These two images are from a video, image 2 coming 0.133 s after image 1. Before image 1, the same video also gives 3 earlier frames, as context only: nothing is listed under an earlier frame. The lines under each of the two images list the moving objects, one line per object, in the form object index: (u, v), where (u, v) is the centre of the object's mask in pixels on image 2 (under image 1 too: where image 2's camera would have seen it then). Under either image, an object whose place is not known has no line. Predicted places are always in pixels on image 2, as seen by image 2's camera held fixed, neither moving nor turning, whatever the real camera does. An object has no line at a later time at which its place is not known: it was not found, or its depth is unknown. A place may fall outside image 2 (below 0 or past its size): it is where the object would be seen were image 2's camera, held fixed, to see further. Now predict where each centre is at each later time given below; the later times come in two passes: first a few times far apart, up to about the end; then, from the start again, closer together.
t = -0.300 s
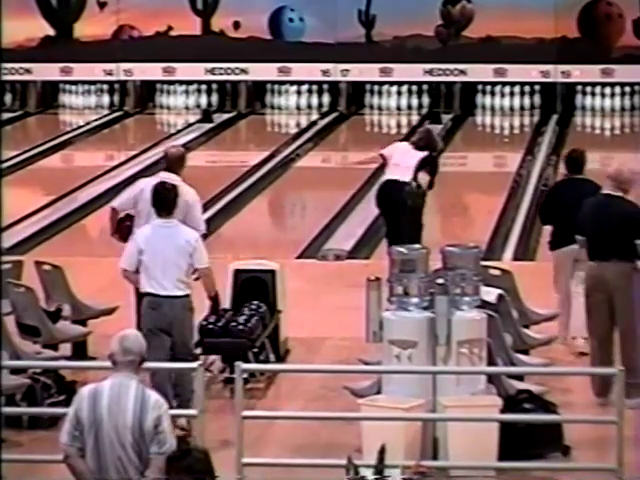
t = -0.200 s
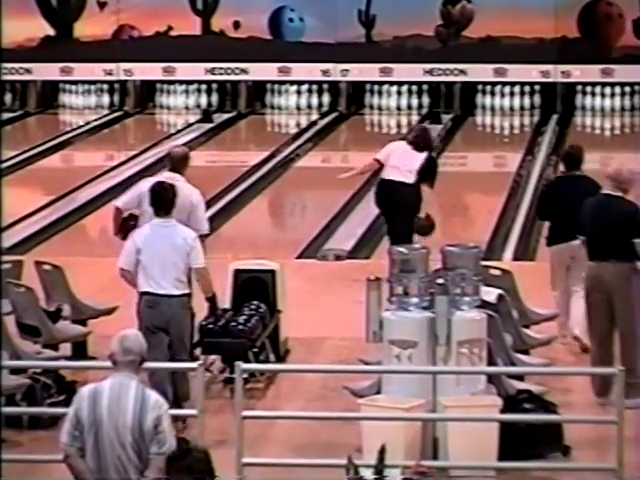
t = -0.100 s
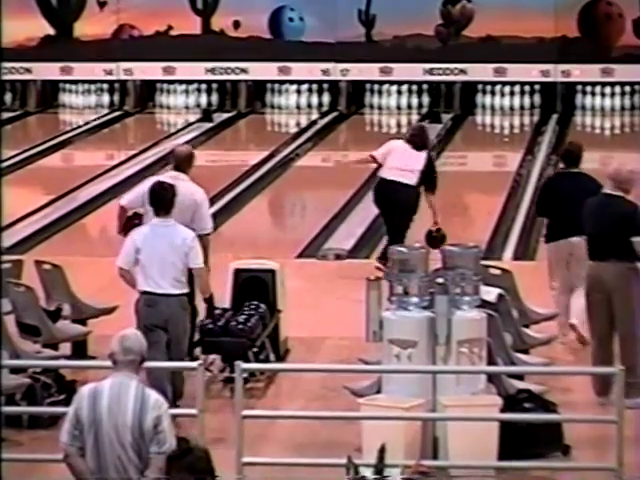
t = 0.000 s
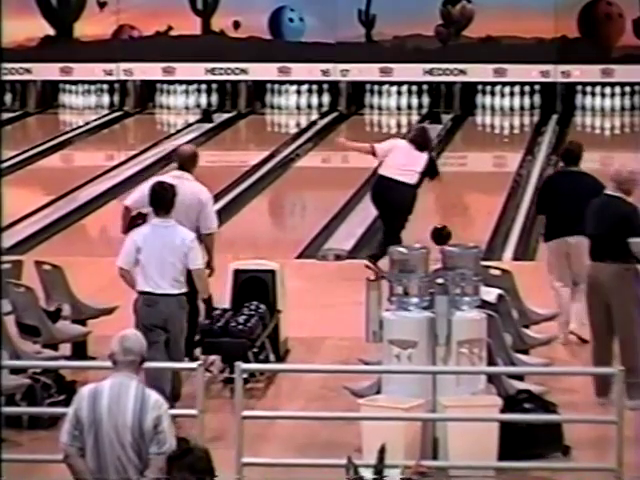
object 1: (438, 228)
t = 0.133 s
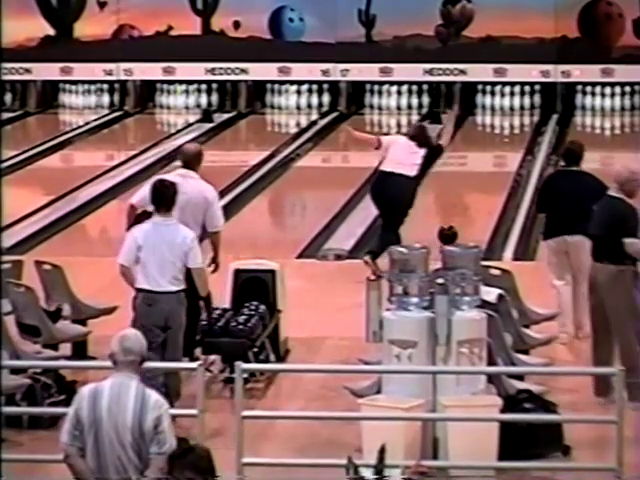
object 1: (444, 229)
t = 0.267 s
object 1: (451, 218)
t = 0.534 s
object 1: (462, 197)
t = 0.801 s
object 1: (472, 179)
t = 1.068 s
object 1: (481, 164)
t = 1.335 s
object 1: (489, 149)
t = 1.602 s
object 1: (496, 136)
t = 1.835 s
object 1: (498, 126)
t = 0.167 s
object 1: (446, 226)
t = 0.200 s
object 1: (448, 224)
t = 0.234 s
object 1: (449, 221)
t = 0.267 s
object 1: (451, 218)
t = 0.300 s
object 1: (452, 215)
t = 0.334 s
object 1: (454, 213)
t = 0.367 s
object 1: (455, 211)
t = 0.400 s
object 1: (456, 208)
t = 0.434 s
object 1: (458, 205)
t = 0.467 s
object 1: (459, 203)
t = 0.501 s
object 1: (461, 200)
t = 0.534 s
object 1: (462, 197)
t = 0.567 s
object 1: (463, 195)
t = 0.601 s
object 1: (465, 192)
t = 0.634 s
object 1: (466, 190)
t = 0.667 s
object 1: (467, 188)
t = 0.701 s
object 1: (468, 185)
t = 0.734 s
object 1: (470, 184)
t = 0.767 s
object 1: (471, 181)
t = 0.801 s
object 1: (472, 179)
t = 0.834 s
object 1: (474, 177)
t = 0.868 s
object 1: (475, 175)
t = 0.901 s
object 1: (476, 172)
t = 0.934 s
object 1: (477, 171)
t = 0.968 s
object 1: (478, 169)
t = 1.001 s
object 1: (479, 167)
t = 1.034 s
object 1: (480, 165)
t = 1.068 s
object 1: (481, 164)
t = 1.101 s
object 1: (483, 162)
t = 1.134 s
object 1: (484, 160)
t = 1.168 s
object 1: (484, 158)
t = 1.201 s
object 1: (485, 156)
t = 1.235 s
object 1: (486, 154)
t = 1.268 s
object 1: (487, 153)
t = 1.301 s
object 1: (487, 151)
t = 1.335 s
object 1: (489, 149)
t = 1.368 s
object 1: (489, 148)
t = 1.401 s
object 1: (491, 145)
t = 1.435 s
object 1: (490, 144)
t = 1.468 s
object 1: (492, 143)
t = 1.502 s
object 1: (493, 141)
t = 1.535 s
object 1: (493, 139)
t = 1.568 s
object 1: (494, 137)
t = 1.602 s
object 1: (496, 136)
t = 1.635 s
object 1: (496, 134)
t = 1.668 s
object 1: (497, 132)
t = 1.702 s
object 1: (497, 130)
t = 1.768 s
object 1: (498, 128)
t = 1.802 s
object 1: (498, 126)
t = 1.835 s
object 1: (498, 126)
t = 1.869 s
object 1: (499, 124)
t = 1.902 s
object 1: (500, 123)
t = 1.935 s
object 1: (501, 121)
